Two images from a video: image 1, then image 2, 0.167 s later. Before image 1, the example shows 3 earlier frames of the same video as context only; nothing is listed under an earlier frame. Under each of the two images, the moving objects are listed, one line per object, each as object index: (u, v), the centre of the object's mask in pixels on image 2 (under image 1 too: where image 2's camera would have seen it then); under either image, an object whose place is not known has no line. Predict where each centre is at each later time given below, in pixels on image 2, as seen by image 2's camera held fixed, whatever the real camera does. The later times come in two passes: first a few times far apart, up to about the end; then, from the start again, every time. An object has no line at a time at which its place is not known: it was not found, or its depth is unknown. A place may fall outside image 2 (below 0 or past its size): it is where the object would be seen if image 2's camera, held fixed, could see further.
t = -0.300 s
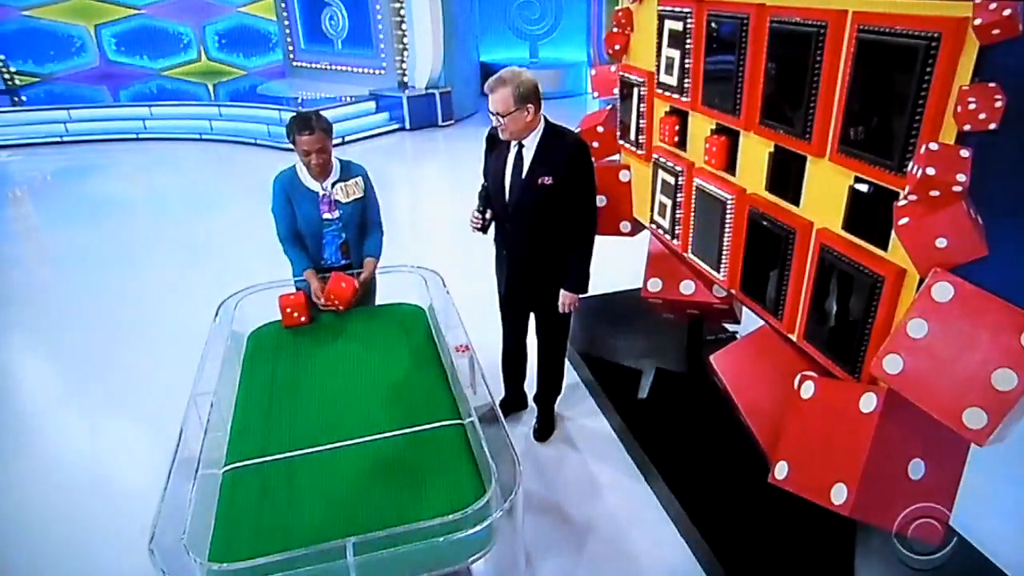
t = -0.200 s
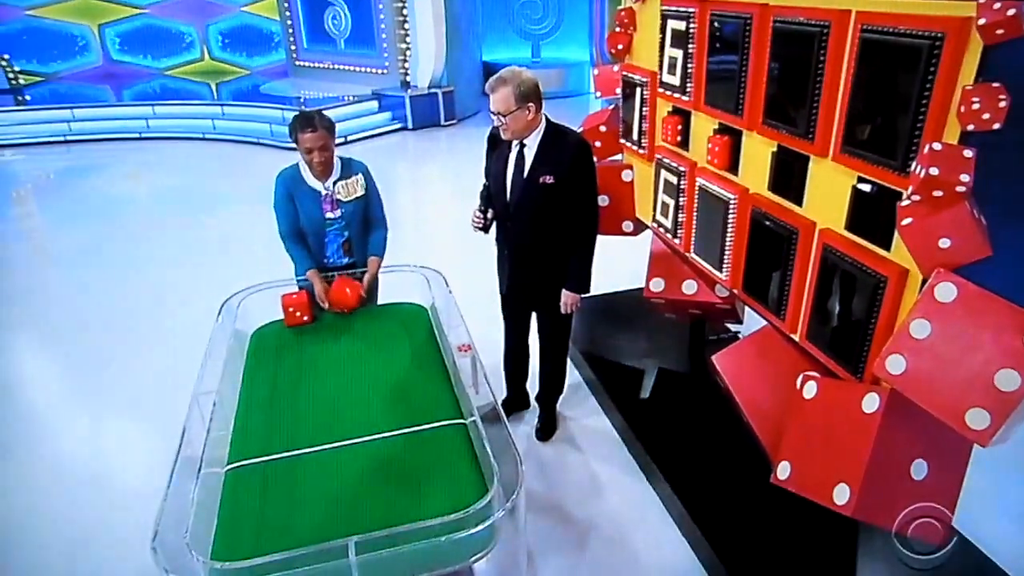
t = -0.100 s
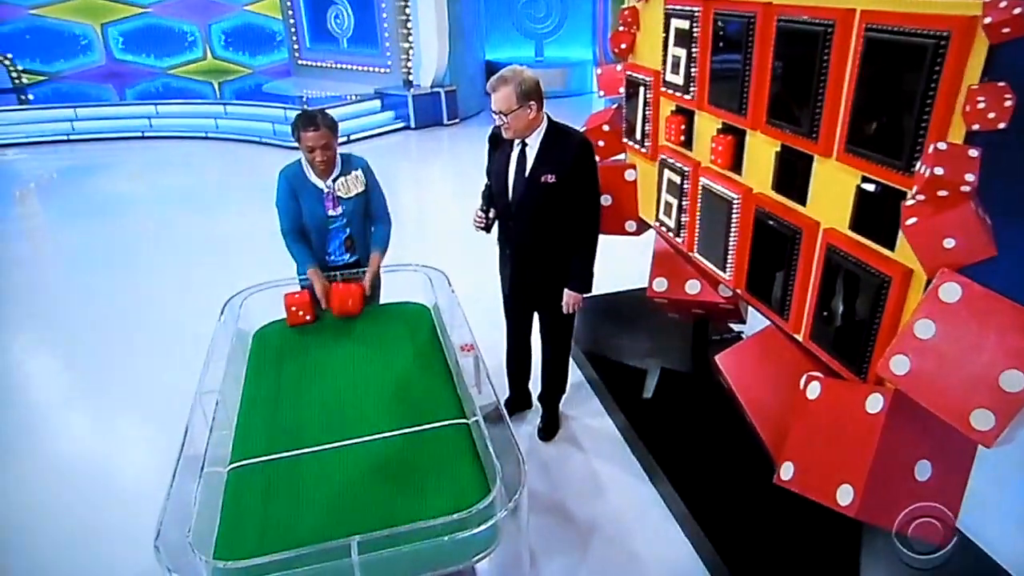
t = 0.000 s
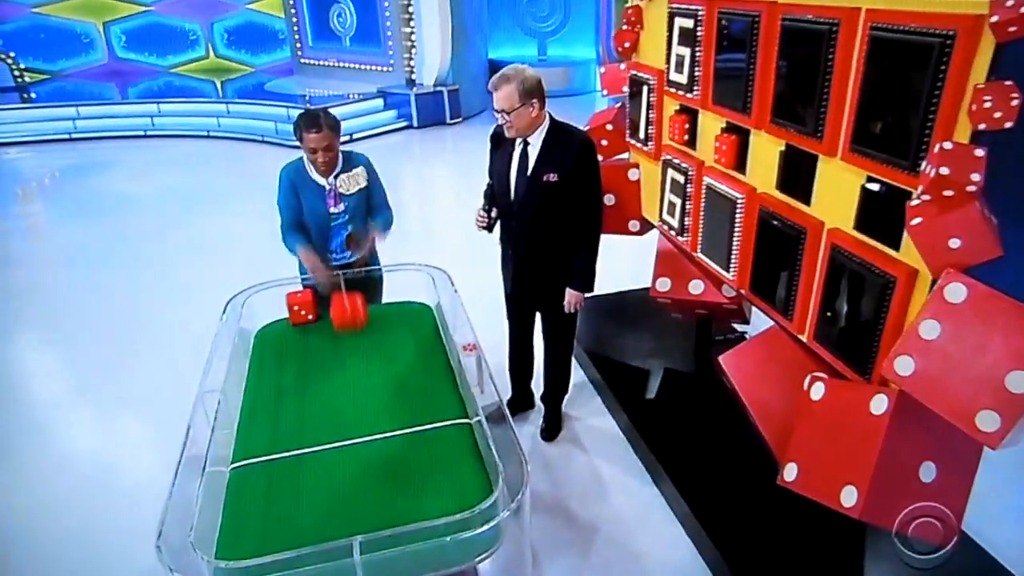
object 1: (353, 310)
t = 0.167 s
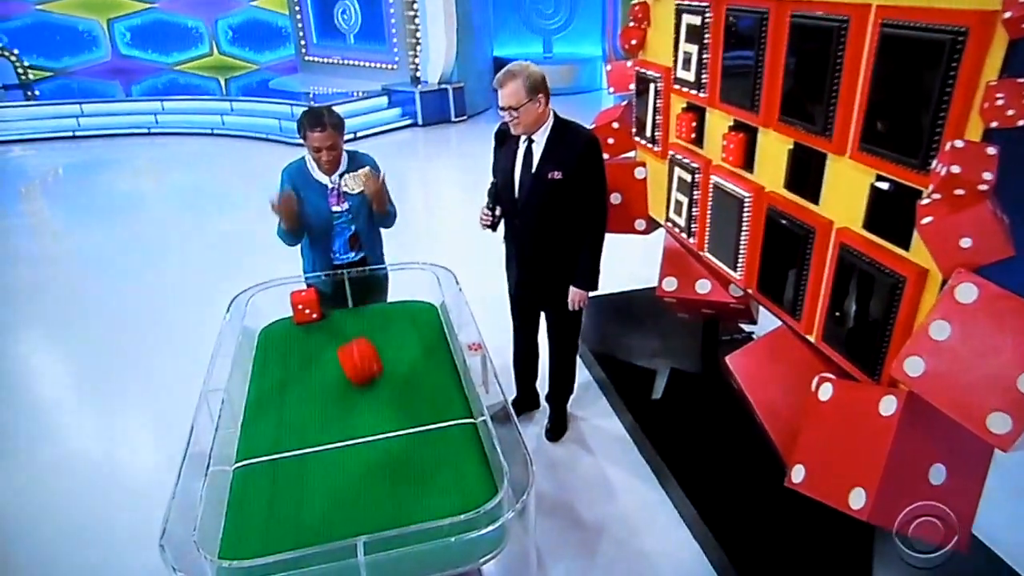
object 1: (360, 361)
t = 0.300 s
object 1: (367, 398)
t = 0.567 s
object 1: (377, 460)
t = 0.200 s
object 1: (361, 368)
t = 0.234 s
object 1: (363, 377)
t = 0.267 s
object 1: (365, 388)
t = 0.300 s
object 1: (367, 398)
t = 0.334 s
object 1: (368, 405)
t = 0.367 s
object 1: (368, 413)
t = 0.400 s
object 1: (368, 422)
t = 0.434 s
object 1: (368, 433)
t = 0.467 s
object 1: (369, 448)
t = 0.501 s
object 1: (370, 454)
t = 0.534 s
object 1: (373, 456)
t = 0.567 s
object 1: (377, 460)
